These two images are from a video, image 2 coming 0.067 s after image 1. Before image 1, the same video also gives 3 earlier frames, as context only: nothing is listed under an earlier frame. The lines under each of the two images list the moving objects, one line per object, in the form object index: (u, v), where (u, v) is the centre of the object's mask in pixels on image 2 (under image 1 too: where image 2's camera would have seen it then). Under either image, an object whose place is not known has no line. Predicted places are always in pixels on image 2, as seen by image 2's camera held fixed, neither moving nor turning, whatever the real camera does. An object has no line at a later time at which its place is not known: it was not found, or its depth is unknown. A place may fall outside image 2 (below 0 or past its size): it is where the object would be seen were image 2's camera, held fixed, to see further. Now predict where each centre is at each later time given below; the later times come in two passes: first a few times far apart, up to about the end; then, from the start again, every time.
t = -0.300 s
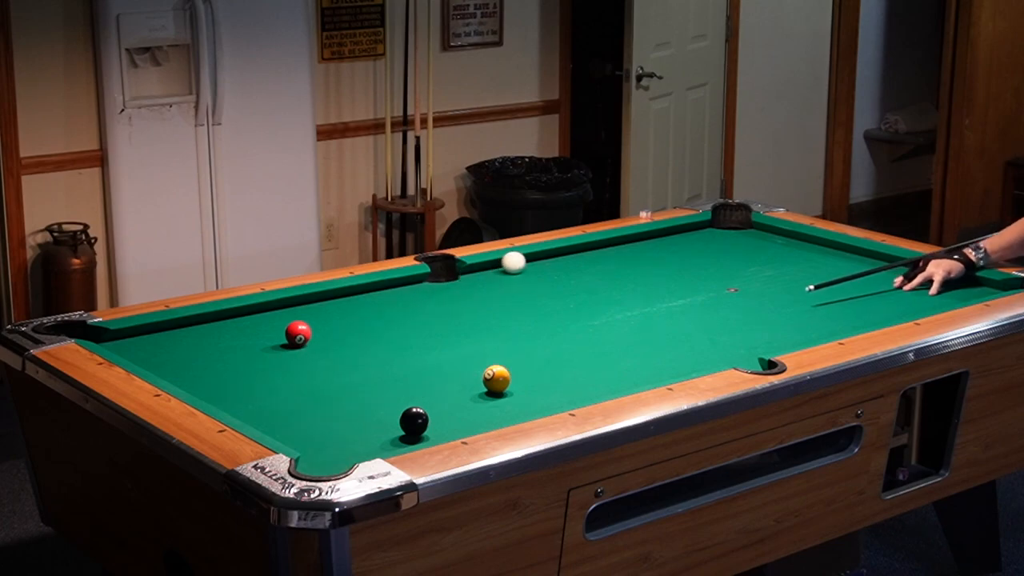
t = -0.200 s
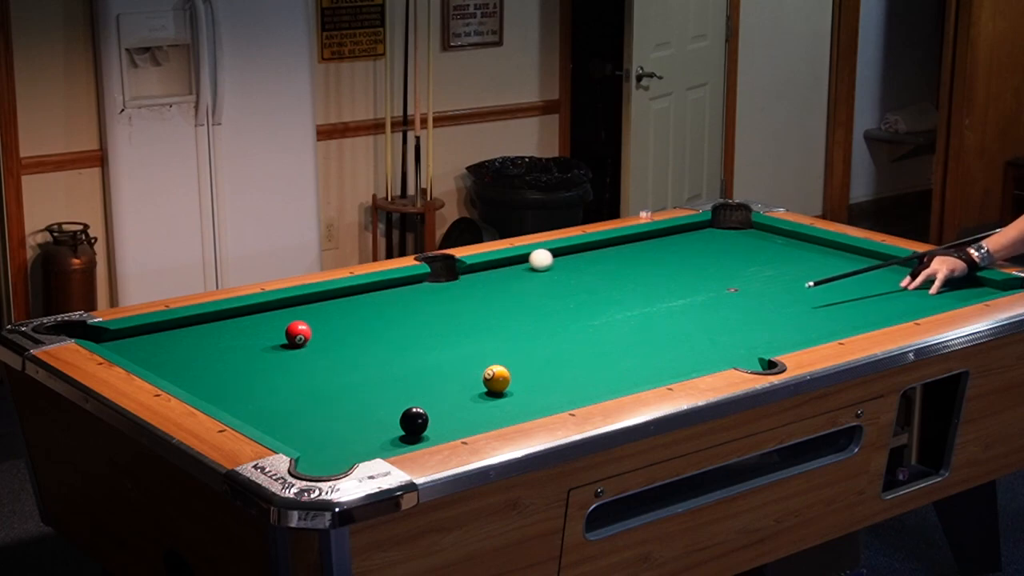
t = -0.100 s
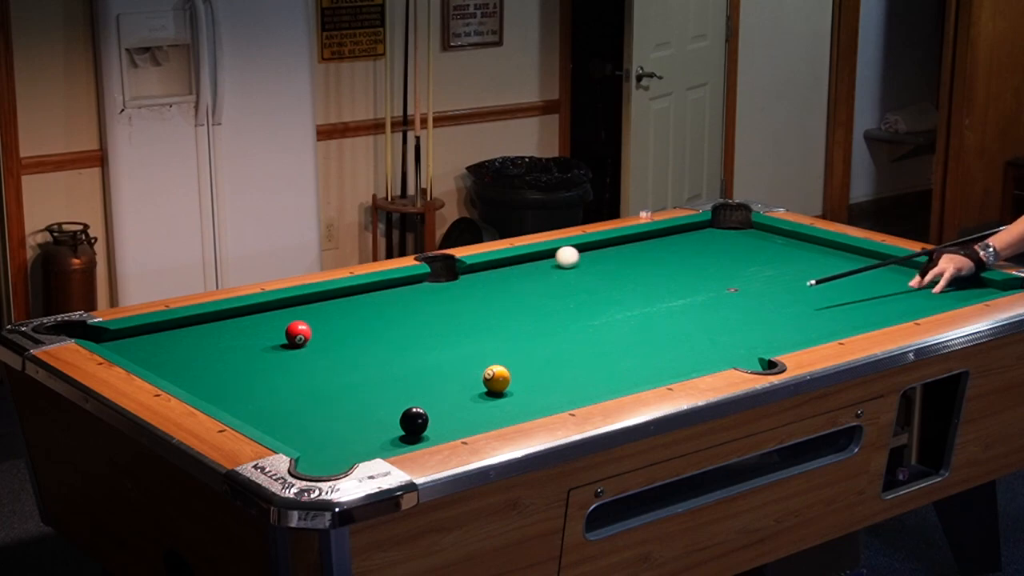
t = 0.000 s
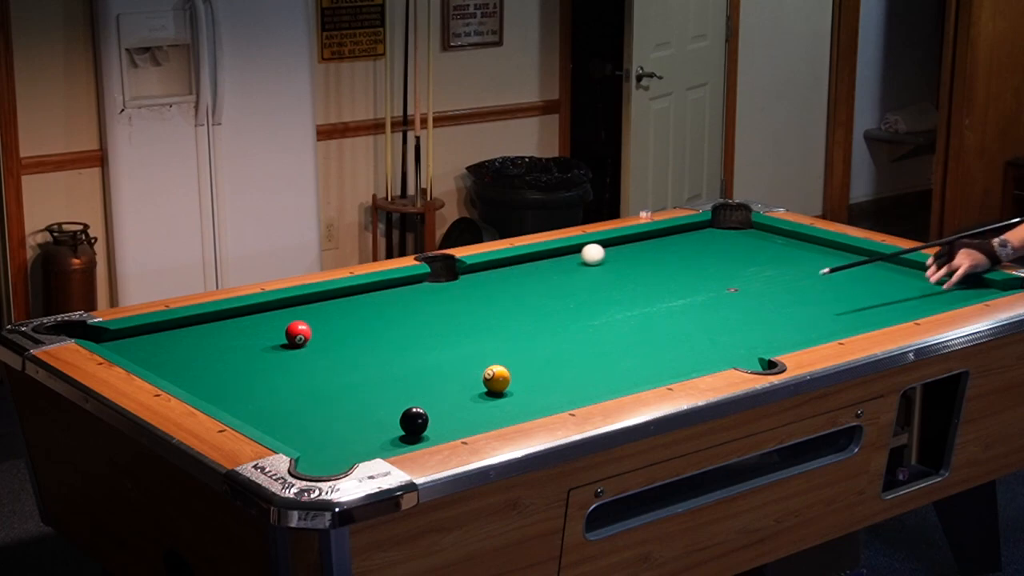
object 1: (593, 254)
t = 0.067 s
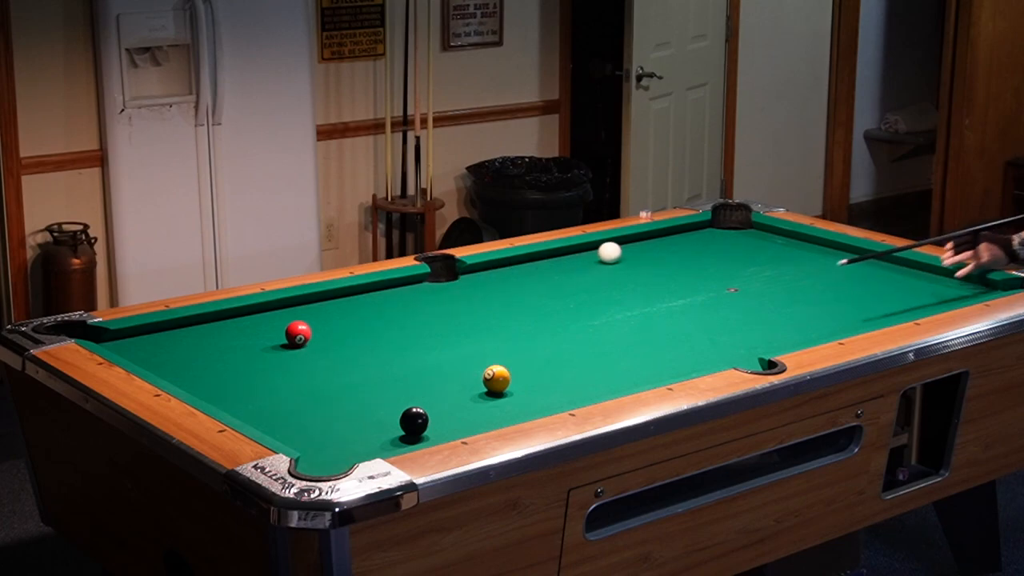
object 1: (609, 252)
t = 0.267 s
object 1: (657, 247)
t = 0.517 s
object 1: (714, 242)
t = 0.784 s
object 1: (771, 236)
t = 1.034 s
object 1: (783, 239)
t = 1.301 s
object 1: (773, 249)
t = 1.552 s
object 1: (764, 258)
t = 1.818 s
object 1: (754, 267)
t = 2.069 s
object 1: (745, 275)
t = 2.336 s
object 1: (735, 284)
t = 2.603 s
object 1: (725, 293)
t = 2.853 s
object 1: (716, 300)
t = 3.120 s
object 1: (707, 308)
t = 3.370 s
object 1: (698, 315)
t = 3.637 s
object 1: (689, 321)
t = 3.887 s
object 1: (681, 327)
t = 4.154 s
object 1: (673, 333)
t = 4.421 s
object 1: (667, 338)
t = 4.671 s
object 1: (662, 341)
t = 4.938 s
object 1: (658, 345)
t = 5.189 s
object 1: (658, 347)
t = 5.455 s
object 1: (657, 349)
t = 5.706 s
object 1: (657, 350)
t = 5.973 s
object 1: (656, 350)
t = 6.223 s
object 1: (656, 350)
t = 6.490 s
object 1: (656, 350)
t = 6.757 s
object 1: (656, 350)
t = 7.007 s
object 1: (656, 350)
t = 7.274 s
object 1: (656, 350)
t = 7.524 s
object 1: (656, 350)
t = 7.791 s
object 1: (656, 350)
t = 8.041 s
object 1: (656, 350)
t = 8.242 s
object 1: (656, 350)
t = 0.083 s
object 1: (613, 252)
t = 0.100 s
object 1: (617, 251)
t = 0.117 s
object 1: (622, 251)
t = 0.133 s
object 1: (626, 251)
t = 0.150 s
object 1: (630, 250)
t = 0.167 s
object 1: (634, 250)
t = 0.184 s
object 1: (638, 250)
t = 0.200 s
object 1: (642, 249)
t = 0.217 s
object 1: (646, 249)
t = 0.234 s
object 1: (650, 248)
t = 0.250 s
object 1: (654, 248)
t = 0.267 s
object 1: (657, 247)
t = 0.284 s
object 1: (662, 247)
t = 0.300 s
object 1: (665, 247)
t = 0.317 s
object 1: (669, 246)
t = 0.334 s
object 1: (673, 246)
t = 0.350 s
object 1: (677, 245)
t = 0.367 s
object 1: (681, 245)
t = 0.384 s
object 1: (685, 245)
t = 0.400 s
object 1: (689, 244)
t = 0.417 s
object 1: (692, 244)
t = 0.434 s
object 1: (696, 243)
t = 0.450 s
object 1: (700, 243)
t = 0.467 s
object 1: (703, 243)
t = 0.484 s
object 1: (707, 242)
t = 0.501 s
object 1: (711, 242)
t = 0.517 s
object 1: (714, 242)
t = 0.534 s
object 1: (718, 241)
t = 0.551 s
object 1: (722, 241)
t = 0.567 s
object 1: (725, 241)
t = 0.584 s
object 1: (729, 240)
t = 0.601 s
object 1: (732, 240)
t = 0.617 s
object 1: (736, 239)
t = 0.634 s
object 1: (739, 239)
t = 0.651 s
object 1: (743, 239)
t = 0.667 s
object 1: (747, 238)
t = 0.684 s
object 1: (750, 238)
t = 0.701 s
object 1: (754, 238)
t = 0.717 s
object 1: (757, 237)
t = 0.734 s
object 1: (761, 237)
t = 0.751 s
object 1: (764, 237)
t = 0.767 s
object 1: (767, 236)
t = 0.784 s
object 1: (771, 236)
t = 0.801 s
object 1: (774, 235)
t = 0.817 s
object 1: (778, 235)
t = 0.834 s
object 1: (781, 235)
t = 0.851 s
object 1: (784, 235)
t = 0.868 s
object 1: (788, 234)
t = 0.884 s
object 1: (789, 234)
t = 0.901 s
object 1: (788, 235)
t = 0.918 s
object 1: (788, 235)
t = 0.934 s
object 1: (787, 236)
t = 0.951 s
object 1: (787, 237)
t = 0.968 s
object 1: (786, 237)
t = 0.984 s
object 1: (785, 238)
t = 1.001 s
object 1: (785, 238)
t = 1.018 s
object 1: (784, 239)
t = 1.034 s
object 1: (783, 239)
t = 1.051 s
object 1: (783, 240)
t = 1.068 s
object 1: (782, 241)
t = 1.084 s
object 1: (781, 241)
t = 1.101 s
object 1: (781, 242)
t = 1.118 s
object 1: (780, 242)
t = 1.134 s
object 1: (779, 243)
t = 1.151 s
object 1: (779, 244)
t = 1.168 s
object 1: (778, 244)
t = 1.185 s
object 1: (777, 245)
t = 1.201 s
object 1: (777, 245)
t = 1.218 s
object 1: (776, 246)
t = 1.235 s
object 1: (775, 246)
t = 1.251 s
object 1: (775, 247)
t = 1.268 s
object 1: (774, 247)
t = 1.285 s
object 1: (774, 248)
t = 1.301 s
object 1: (773, 249)
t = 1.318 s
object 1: (772, 249)
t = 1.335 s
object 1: (772, 250)
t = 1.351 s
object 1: (771, 250)
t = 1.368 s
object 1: (770, 251)
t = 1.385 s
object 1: (770, 252)
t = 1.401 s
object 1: (769, 252)
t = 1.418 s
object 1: (769, 253)
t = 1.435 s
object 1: (768, 253)
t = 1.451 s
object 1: (767, 254)
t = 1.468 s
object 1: (767, 255)
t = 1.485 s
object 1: (766, 255)
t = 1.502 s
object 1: (765, 256)
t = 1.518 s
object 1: (765, 256)
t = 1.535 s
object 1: (764, 257)
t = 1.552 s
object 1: (764, 258)
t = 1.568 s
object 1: (763, 258)
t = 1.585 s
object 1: (762, 259)
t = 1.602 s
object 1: (762, 259)
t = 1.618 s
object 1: (761, 260)
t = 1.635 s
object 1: (761, 260)
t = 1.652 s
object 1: (760, 261)
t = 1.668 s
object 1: (759, 262)
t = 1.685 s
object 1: (759, 262)
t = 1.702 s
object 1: (758, 263)
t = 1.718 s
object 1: (758, 263)
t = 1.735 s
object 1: (757, 264)
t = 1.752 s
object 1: (756, 264)
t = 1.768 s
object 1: (756, 265)
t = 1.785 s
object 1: (755, 265)
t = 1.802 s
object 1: (755, 266)
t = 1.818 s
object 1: (754, 267)
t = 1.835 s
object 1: (753, 267)
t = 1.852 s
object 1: (753, 268)
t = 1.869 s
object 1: (752, 269)
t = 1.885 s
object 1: (751, 269)
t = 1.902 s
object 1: (751, 270)
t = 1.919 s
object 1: (750, 270)
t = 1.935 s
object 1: (750, 271)
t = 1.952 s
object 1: (749, 271)
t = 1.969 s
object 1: (748, 272)
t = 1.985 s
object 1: (748, 272)
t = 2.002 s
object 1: (747, 273)
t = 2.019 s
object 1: (746, 274)
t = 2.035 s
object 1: (746, 274)
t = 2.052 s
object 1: (745, 275)
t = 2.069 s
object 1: (745, 275)
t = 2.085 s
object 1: (744, 276)
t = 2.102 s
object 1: (744, 276)
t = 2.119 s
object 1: (743, 277)
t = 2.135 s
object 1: (743, 277)
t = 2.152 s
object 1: (742, 278)
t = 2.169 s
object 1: (741, 278)
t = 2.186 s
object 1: (741, 279)
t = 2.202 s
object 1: (740, 280)
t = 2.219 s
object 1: (739, 280)
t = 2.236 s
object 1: (739, 281)
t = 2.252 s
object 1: (738, 281)
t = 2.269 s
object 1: (737, 282)
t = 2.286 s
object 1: (737, 282)
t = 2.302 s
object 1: (736, 283)
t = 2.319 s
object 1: (736, 283)
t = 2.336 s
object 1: (735, 284)
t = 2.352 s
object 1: (734, 284)
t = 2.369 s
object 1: (734, 285)
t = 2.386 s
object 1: (733, 285)
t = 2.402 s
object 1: (733, 286)
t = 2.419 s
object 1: (732, 287)
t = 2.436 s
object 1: (731, 287)
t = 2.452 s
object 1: (731, 288)
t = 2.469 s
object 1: (730, 288)
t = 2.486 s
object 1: (729, 289)
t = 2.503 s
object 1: (729, 289)
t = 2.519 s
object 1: (728, 290)
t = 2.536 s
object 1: (728, 290)
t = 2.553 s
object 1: (727, 291)
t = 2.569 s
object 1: (727, 291)
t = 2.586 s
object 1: (726, 292)
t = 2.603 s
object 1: (725, 293)
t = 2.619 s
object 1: (725, 293)
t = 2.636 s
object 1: (724, 293)
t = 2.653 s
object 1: (723, 294)
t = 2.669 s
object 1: (723, 294)
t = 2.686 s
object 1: (722, 295)
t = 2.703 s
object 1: (722, 295)
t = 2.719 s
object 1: (721, 296)
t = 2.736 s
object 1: (720, 296)
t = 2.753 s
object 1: (720, 297)
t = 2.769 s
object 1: (719, 298)
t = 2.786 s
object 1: (719, 298)
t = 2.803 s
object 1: (718, 299)
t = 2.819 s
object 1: (718, 299)
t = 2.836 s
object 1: (717, 300)
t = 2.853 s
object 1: (716, 300)
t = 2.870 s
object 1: (716, 301)
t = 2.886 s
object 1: (715, 301)
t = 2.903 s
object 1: (714, 302)
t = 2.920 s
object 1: (714, 302)
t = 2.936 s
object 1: (713, 303)
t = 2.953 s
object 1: (713, 303)
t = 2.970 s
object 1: (712, 304)
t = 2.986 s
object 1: (711, 304)
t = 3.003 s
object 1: (711, 305)
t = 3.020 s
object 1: (710, 305)
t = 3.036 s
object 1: (710, 305)
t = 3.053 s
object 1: (709, 306)
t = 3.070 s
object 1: (708, 307)
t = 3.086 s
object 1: (708, 307)
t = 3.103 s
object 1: (707, 307)
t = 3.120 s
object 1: (707, 308)
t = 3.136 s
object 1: (706, 308)
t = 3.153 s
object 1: (705, 309)
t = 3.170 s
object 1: (705, 309)
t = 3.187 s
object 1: (704, 310)
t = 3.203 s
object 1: (703, 310)
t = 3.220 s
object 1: (703, 311)
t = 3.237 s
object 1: (702, 311)
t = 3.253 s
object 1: (702, 311)
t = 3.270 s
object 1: (701, 312)
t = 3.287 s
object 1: (701, 312)
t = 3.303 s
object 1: (700, 313)
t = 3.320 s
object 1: (700, 313)
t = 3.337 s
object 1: (699, 314)
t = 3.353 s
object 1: (698, 314)
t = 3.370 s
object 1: (698, 315)
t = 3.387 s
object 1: (697, 315)
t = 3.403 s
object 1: (697, 315)
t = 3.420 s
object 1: (696, 316)
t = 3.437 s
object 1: (695, 316)
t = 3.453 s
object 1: (695, 317)
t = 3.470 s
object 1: (695, 317)
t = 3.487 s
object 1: (694, 317)
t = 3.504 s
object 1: (693, 318)
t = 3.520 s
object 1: (693, 318)
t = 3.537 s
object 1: (692, 319)
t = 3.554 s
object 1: (692, 319)
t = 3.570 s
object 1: (691, 320)
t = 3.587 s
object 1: (690, 320)
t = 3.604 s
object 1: (690, 320)
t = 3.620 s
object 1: (689, 321)
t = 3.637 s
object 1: (689, 321)
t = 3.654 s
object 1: (688, 322)
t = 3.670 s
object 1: (688, 322)
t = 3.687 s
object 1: (687, 323)
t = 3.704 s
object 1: (687, 323)
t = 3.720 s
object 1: (686, 323)
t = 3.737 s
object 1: (685, 324)
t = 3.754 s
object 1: (685, 324)
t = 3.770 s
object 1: (684, 324)
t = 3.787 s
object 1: (684, 325)
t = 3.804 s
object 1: (683, 325)
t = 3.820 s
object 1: (683, 326)
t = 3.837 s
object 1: (682, 326)
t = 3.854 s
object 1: (682, 326)
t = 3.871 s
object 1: (681, 327)
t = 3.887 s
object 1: (681, 327)
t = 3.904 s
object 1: (681, 327)
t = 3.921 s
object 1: (680, 328)
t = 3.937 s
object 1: (679, 328)
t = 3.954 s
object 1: (679, 328)
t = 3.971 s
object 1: (679, 329)
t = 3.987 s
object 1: (678, 329)
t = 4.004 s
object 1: (678, 330)
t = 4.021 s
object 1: (677, 330)
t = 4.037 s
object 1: (677, 330)
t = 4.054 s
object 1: (676, 331)
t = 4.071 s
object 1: (676, 331)
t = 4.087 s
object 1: (675, 331)
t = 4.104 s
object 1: (675, 332)
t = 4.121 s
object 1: (674, 332)
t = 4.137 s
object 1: (674, 332)
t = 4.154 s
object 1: (673, 333)
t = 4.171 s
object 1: (673, 333)
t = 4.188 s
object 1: (672, 333)
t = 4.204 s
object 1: (672, 333)
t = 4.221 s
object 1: (672, 334)
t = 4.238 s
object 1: (672, 334)
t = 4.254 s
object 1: (671, 335)
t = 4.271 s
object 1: (670, 335)
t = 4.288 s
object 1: (670, 335)
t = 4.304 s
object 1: (670, 335)
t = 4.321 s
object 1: (669, 336)
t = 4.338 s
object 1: (669, 336)
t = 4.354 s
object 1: (669, 336)
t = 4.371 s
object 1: (668, 337)
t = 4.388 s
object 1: (668, 337)
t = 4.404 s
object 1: (667, 337)
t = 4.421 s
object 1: (667, 338)
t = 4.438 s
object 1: (667, 338)
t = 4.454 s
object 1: (666, 338)
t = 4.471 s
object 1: (666, 338)
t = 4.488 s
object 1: (665, 338)
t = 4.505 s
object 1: (665, 339)
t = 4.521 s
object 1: (665, 339)
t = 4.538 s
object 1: (664, 339)
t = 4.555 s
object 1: (664, 340)
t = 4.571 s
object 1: (664, 340)
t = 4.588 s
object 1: (663, 340)
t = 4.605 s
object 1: (663, 340)
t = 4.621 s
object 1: (663, 341)
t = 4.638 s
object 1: (662, 341)
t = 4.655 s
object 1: (662, 341)
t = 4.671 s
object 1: (662, 341)
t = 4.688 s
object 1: (662, 341)
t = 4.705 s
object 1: (661, 342)
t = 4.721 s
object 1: (661, 342)
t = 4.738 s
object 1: (661, 342)
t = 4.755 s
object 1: (661, 342)
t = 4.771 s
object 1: (661, 342)
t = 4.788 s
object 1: (660, 343)
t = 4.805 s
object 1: (660, 343)
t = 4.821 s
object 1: (660, 343)
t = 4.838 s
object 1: (660, 343)
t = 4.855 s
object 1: (659, 344)
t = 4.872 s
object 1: (659, 344)
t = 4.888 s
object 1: (659, 344)
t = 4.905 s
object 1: (659, 344)
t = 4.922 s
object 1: (659, 344)
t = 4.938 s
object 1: (658, 345)
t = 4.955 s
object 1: (658, 345)
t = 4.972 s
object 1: (658, 345)
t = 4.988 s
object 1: (658, 345)
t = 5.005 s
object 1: (658, 345)
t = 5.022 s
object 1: (658, 345)
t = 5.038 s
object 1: (658, 346)
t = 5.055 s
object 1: (658, 346)
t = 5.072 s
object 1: (658, 346)
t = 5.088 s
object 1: (658, 346)
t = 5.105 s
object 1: (658, 346)
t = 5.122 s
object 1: (658, 347)
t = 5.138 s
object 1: (658, 347)
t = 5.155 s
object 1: (658, 347)
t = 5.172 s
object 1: (658, 347)
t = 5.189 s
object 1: (658, 347)
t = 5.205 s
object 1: (658, 347)
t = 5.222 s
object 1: (658, 347)
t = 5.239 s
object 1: (658, 347)
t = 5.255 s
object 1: (657, 348)
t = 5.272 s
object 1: (658, 348)
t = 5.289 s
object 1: (658, 348)
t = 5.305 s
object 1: (657, 348)
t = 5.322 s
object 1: (657, 348)
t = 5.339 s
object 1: (657, 348)
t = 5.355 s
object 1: (657, 348)
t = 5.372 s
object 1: (657, 349)
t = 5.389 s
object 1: (657, 349)
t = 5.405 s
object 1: (657, 349)
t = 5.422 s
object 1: (657, 349)
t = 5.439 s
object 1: (657, 349)
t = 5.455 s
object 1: (657, 349)
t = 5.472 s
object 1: (657, 349)
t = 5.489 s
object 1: (657, 349)
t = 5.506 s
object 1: (657, 349)
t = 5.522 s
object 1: (657, 349)
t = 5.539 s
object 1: (657, 349)
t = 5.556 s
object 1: (657, 349)
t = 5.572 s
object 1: (657, 349)
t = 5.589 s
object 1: (657, 349)
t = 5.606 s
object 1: (657, 349)
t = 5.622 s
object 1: (657, 350)
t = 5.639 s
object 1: (657, 350)
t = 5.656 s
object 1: (657, 350)
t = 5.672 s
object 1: (657, 350)
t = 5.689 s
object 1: (657, 350)
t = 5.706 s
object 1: (657, 350)
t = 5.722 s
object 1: (657, 350)
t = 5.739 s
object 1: (657, 350)
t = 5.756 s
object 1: (657, 350)
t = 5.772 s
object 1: (657, 350)
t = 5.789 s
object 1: (657, 350)
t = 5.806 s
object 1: (657, 350)
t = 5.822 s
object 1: (657, 350)
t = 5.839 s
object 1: (656, 350)
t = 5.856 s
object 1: (657, 350)
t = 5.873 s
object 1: (656, 350)
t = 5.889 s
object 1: (656, 350)
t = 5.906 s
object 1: (656, 350)
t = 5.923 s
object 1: (656, 350)
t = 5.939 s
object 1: (656, 350)
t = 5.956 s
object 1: (656, 350)
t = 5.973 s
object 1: (656, 350)
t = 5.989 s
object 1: (656, 350)
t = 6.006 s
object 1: (656, 350)
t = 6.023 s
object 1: (656, 350)
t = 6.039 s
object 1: (656, 350)
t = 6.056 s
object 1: (656, 350)
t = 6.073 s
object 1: (656, 350)
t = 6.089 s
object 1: (656, 350)
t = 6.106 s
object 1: (656, 350)
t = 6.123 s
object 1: (656, 350)
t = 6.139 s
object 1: (656, 350)
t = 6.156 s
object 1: (656, 350)
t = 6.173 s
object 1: (656, 350)
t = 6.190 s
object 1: (656, 350)
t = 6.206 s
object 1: (656, 350)
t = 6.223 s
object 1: (656, 350)
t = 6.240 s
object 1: (656, 350)
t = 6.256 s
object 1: (656, 350)
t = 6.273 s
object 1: (656, 350)
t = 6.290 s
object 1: (656, 350)
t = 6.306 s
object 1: (656, 350)
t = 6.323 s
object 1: (656, 349)
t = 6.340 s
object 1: (656, 350)
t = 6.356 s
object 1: (656, 350)
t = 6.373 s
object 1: (656, 350)
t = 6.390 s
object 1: (656, 350)
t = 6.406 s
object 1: (656, 350)
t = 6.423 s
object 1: (656, 350)
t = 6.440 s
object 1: (656, 350)
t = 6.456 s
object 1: (656, 350)
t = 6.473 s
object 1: (656, 350)
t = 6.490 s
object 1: (656, 350)
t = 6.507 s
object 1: (656, 350)
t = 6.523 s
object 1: (656, 350)
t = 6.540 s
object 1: (656, 350)
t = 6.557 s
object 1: (656, 350)
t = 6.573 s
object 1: (656, 350)
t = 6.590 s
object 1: (656, 350)
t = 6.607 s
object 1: (656, 350)
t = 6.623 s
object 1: (656, 350)
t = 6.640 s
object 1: (656, 350)
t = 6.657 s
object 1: (656, 350)
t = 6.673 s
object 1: (656, 350)
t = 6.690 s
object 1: (656, 350)
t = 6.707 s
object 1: (656, 350)
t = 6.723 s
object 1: (656, 350)
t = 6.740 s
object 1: (656, 350)
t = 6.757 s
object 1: (656, 350)
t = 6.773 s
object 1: (656, 350)
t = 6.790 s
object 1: (656, 350)
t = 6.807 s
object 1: (656, 350)
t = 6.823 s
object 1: (656, 350)
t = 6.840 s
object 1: (656, 350)
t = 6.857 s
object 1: (656, 350)
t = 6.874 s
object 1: (656, 350)
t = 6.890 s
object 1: (656, 350)
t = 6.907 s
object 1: (656, 350)
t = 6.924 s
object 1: (656, 350)
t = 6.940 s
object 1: (656, 350)
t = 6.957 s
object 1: (656, 350)
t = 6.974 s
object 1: (656, 350)
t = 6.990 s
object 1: (656, 350)
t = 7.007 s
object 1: (656, 350)
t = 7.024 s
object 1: (656, 350)
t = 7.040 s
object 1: (656, 350)
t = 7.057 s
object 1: (656, 350)
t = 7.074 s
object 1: (656, 350)
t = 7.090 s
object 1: (656, 350)
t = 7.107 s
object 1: (656, 350)
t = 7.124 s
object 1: (656, 350)
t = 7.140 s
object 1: (656, 350)
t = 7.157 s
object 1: (656, 350)
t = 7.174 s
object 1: (656, 350)
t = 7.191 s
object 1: (656, 350)
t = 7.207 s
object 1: (656, 350)
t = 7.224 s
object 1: (656, 350)
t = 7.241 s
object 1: (656, 350)
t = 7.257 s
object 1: (657, 350)
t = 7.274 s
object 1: (656, 350)
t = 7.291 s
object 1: (656, 350)
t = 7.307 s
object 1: (656, 350)
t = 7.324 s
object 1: (656, 350)
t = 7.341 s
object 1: (656, 350)
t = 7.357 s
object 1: (656, 350)
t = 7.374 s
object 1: (656, 350)
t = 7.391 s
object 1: (656, 350)
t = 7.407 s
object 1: (656, 350)
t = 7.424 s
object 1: (656, 350)
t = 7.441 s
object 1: (656, 350)
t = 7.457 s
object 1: (656, 350)
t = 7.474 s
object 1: (656, 350)
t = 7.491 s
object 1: (657, 350)
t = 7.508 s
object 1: (656, 350)
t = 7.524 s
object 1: (656, 350)
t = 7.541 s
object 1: (656, 350)
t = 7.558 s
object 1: (656, 350)
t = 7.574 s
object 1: (656, 350)
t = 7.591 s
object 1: (656, 350)
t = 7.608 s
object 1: (656, 350)
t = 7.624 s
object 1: (656, 350)
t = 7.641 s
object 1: (656, 350)
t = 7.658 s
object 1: (656, 350)
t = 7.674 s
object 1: (656, 350)
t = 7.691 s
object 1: (656, 350)
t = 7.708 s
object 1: (656, 350)
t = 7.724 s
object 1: (656, 350)
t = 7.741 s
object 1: (656, 350)
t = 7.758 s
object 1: (656, 350)
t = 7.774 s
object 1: (656, 350)
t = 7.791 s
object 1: (656, 350)
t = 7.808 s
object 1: (656, 350)
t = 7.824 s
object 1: (656, 350)
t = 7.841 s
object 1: (656, 350)
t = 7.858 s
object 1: (656, 350)
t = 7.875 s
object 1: (656, 350)
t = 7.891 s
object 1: (656, 350)
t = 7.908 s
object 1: (656, 350)
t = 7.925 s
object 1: (656, 350)
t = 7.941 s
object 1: (656, 350)
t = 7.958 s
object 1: (656, 350)
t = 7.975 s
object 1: (656, 350)
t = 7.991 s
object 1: (656, 350)
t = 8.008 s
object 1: (656, 350)
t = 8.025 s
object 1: (656, 350)
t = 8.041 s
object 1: (656, 350)
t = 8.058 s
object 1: (656, 350)
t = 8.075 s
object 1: (657, 350)
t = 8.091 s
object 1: (656, 350)
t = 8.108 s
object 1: (656, 350)
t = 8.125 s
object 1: (656, 350)
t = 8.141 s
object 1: (656, 350)
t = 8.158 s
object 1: (656, 350)
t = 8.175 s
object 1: (657, 350)
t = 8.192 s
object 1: (657, 350)
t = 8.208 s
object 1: (656, 350)
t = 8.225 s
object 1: (656, 350)
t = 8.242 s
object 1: (656, 350)
